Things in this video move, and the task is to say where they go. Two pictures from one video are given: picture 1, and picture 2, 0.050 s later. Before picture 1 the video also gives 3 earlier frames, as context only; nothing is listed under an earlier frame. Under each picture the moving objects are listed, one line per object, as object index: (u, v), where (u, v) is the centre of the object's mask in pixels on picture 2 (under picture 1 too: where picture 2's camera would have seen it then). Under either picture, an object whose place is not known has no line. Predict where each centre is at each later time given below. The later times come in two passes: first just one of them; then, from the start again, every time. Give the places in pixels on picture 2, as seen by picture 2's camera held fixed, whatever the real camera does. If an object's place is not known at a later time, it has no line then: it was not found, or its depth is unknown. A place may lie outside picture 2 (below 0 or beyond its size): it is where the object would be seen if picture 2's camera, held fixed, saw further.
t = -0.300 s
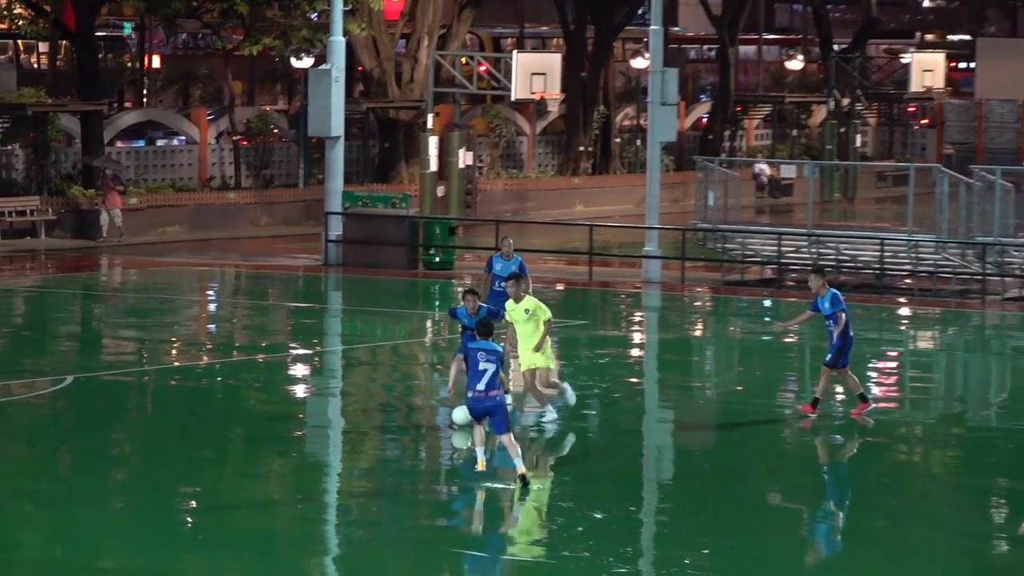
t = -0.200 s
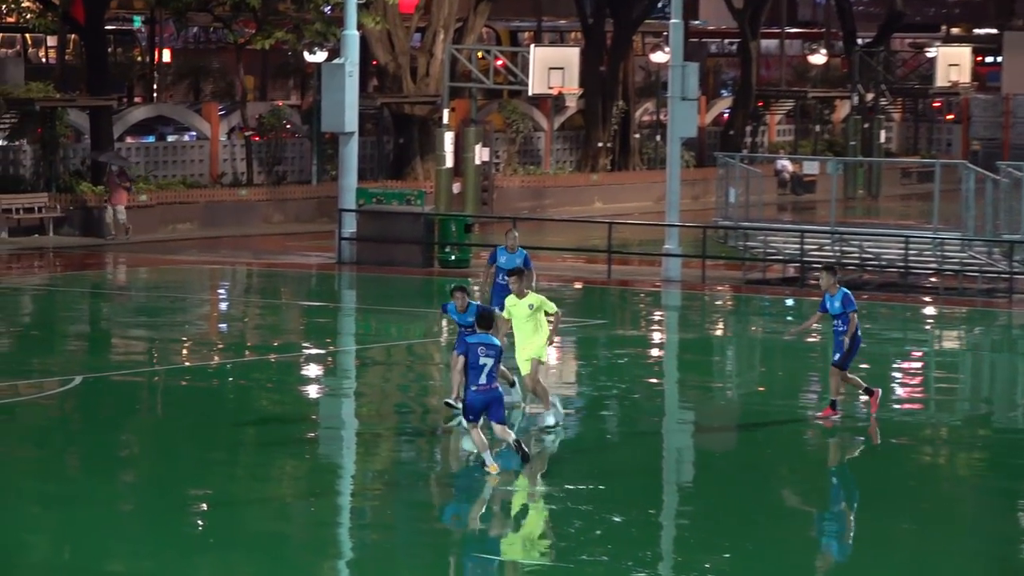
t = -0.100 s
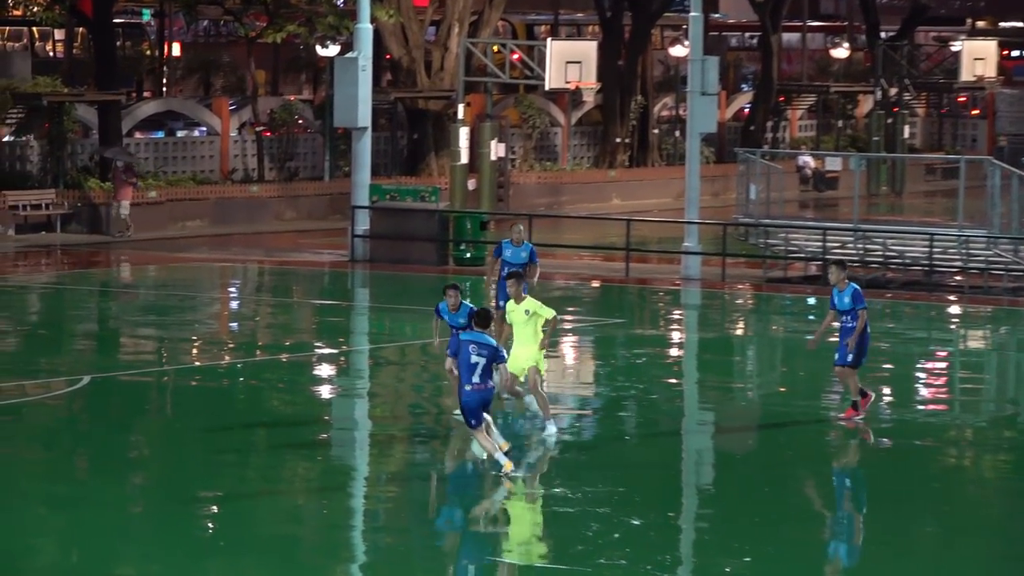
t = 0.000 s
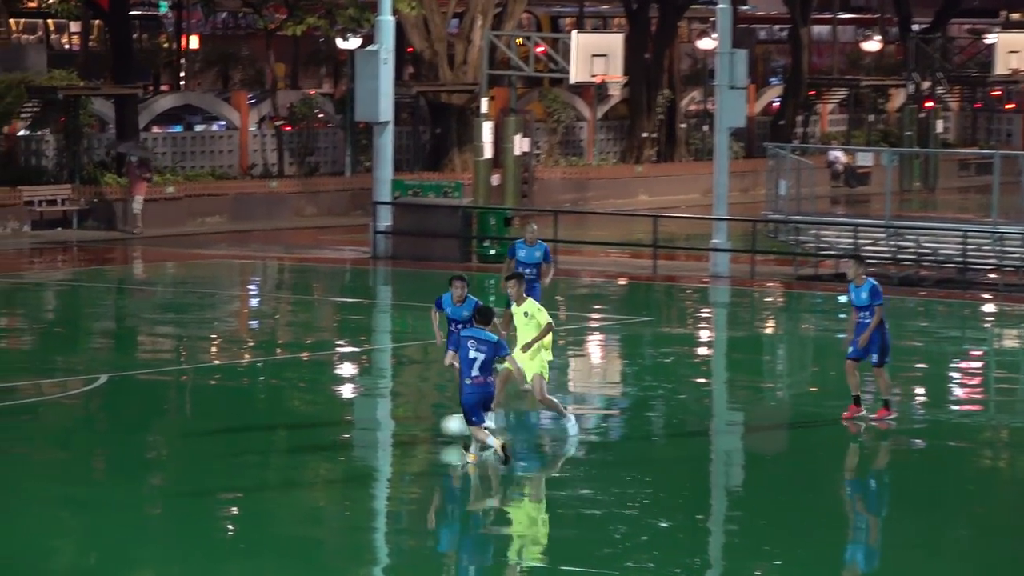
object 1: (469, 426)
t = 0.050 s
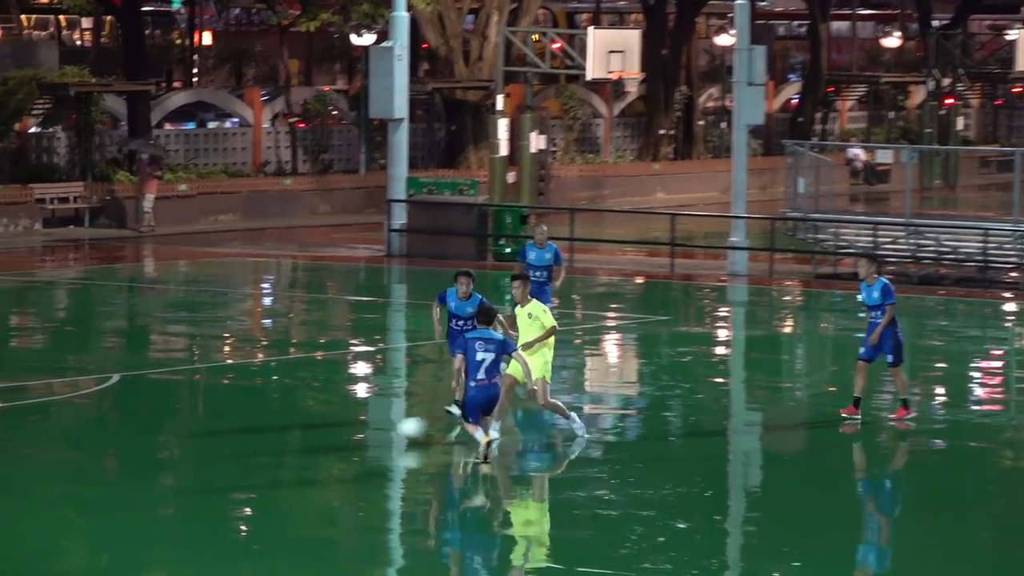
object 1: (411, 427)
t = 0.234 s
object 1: (188, 441)
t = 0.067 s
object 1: (390, 429)
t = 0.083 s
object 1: (370, 430)
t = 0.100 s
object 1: (351, 432)
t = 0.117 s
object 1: (331, 435)
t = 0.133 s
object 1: (311, 437)
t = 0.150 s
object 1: (291, 439)
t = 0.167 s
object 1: (269, 440)
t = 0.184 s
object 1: (249, 440)
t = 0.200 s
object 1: (229, 440)
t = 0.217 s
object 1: (209, 441)
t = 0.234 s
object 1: (188, 441)
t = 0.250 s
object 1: (168, 443)
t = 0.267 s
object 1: (147, 445)
